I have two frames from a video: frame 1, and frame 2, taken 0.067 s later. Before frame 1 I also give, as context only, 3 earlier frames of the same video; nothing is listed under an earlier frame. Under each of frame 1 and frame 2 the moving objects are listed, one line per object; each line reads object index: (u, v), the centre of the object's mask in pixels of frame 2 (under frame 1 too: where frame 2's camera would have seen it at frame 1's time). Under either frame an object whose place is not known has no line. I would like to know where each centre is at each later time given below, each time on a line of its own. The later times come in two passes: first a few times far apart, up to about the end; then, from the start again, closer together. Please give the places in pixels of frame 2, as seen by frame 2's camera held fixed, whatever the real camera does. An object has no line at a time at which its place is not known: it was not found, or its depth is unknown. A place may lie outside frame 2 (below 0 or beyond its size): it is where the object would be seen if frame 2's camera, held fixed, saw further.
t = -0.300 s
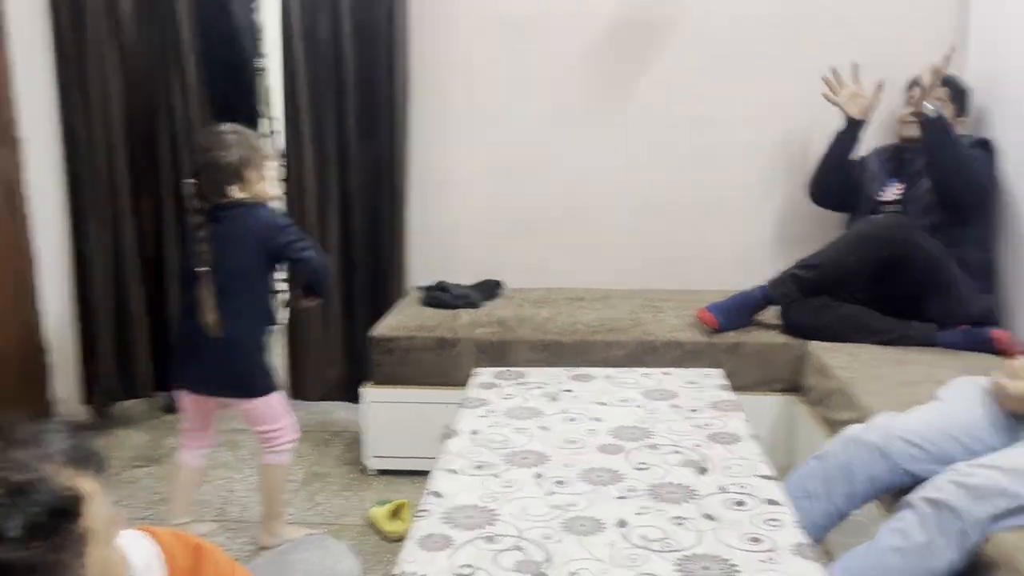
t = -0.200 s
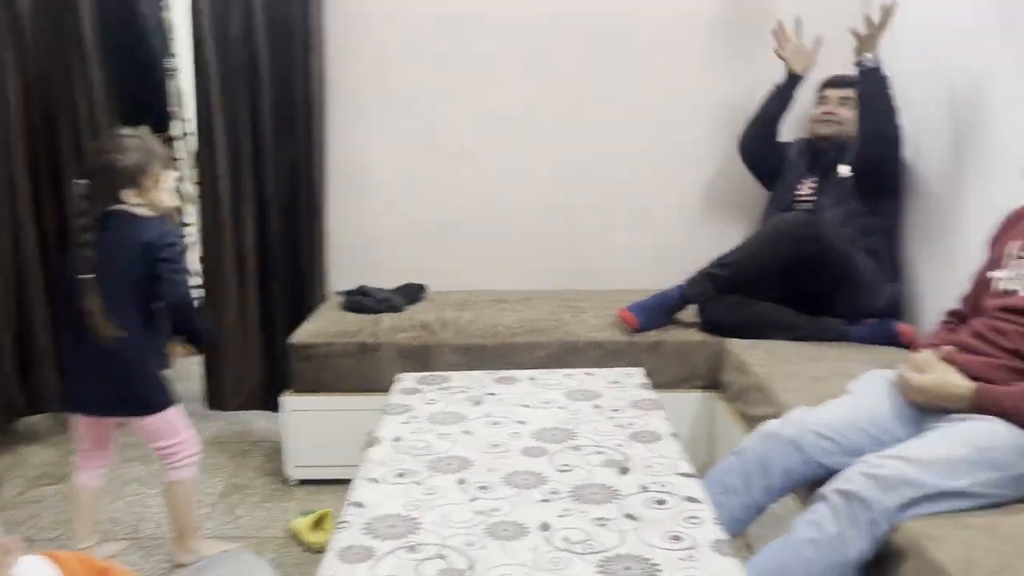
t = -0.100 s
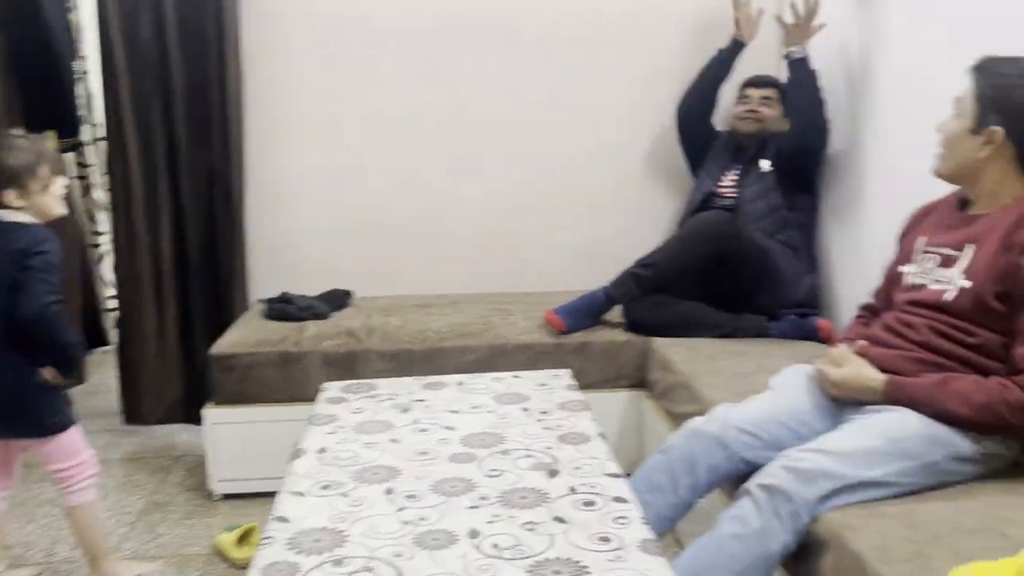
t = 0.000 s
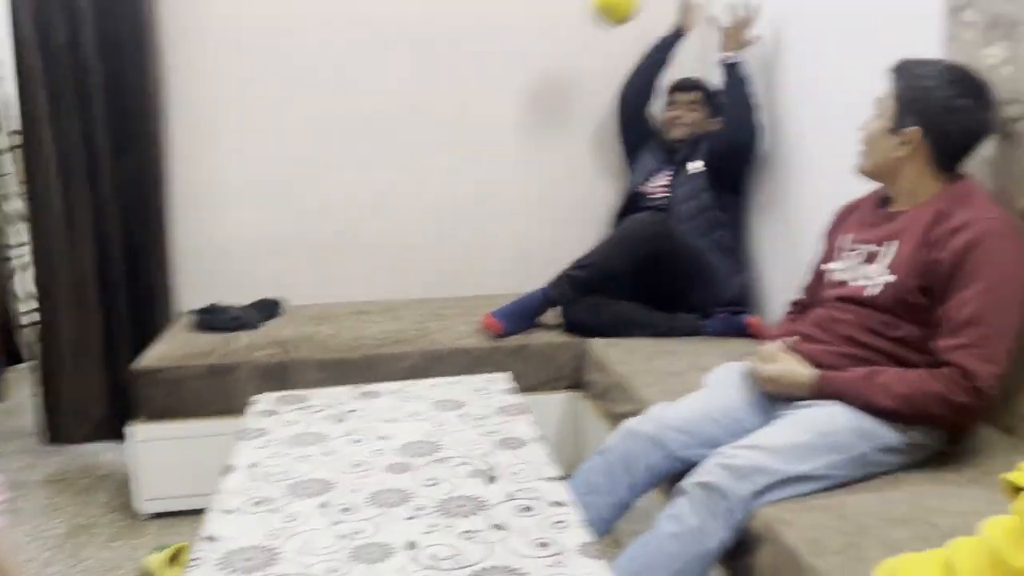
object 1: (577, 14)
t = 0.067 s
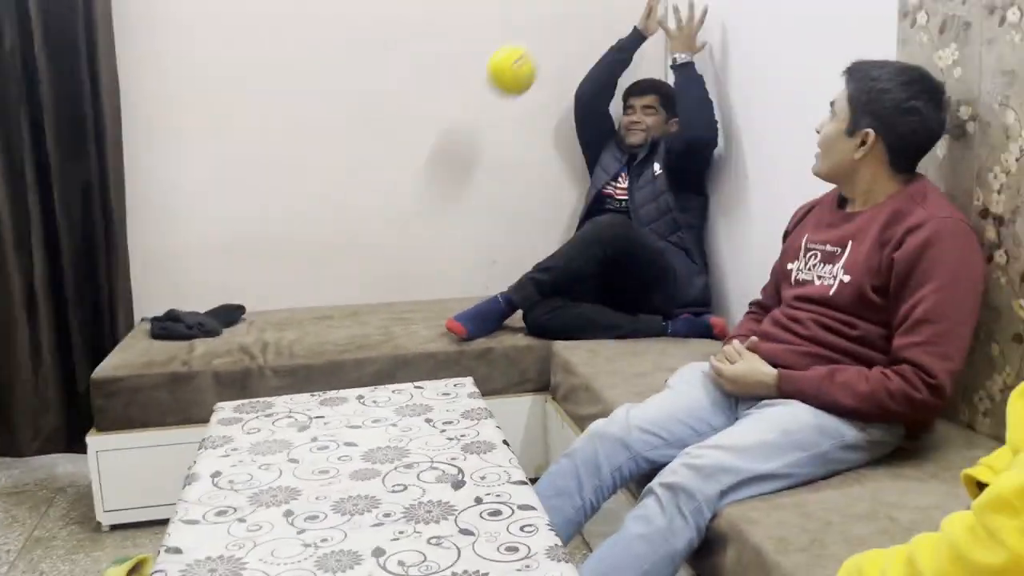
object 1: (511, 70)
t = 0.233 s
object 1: (373, 286)
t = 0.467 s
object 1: (245, 231)
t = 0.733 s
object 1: (114, 321)
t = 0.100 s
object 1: (483, 107)
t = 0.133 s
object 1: (453, 148)
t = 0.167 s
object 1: (425, 191)
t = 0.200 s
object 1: (400, 235)
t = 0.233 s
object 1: (373, 286)
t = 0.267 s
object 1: (352, 306)
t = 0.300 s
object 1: (333, 284)
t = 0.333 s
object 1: (314, 267)
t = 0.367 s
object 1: (297, 253)
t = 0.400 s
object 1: (280, 242)
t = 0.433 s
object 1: (262, 235)
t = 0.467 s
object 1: (245, 231)
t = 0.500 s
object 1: (228, 231)
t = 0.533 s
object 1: (211, 234)
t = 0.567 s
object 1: (195, 239)
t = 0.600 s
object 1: (178, 250)
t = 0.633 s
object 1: (162, 264)
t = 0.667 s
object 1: (147, 280)
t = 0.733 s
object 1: (114, 321)
